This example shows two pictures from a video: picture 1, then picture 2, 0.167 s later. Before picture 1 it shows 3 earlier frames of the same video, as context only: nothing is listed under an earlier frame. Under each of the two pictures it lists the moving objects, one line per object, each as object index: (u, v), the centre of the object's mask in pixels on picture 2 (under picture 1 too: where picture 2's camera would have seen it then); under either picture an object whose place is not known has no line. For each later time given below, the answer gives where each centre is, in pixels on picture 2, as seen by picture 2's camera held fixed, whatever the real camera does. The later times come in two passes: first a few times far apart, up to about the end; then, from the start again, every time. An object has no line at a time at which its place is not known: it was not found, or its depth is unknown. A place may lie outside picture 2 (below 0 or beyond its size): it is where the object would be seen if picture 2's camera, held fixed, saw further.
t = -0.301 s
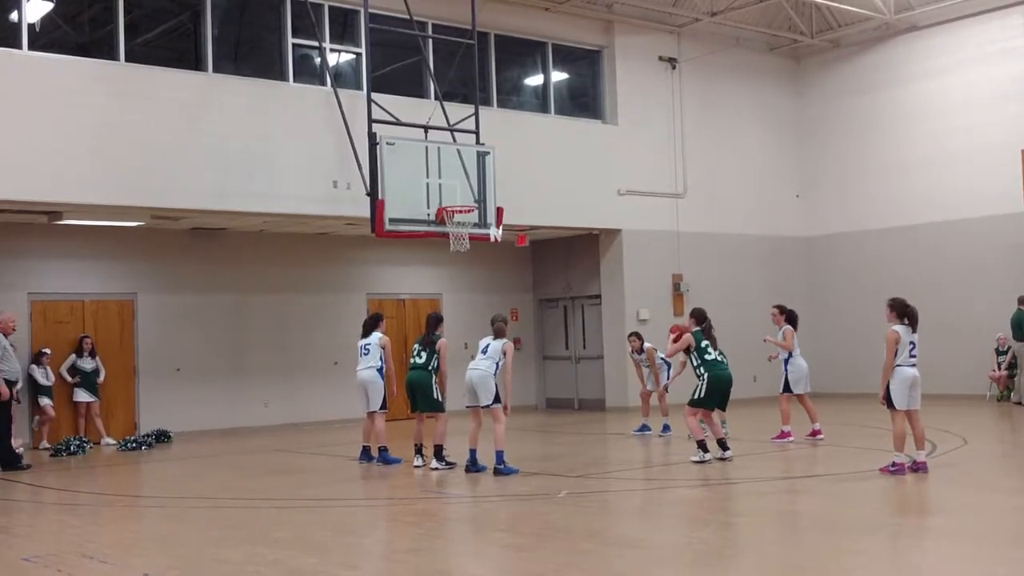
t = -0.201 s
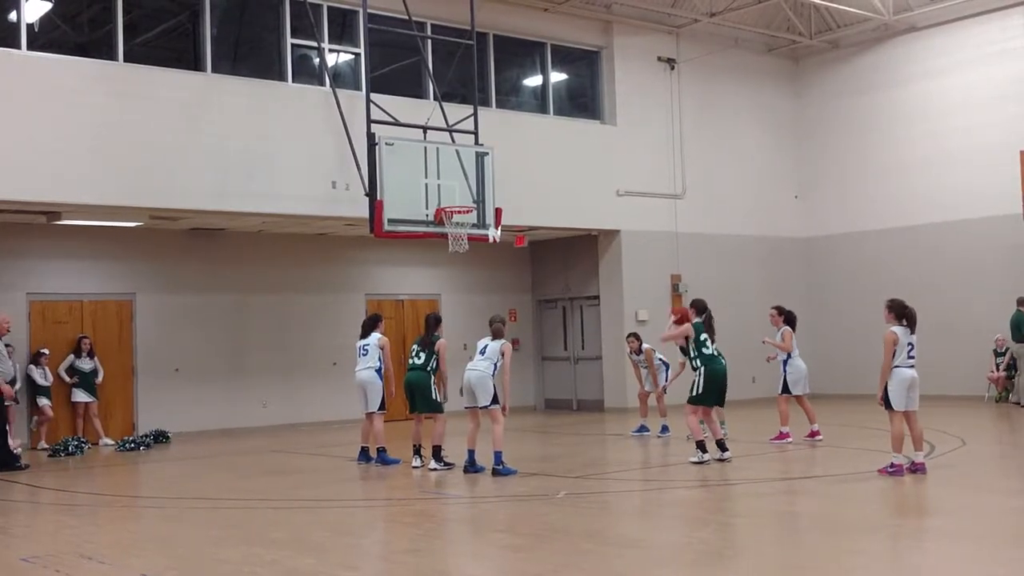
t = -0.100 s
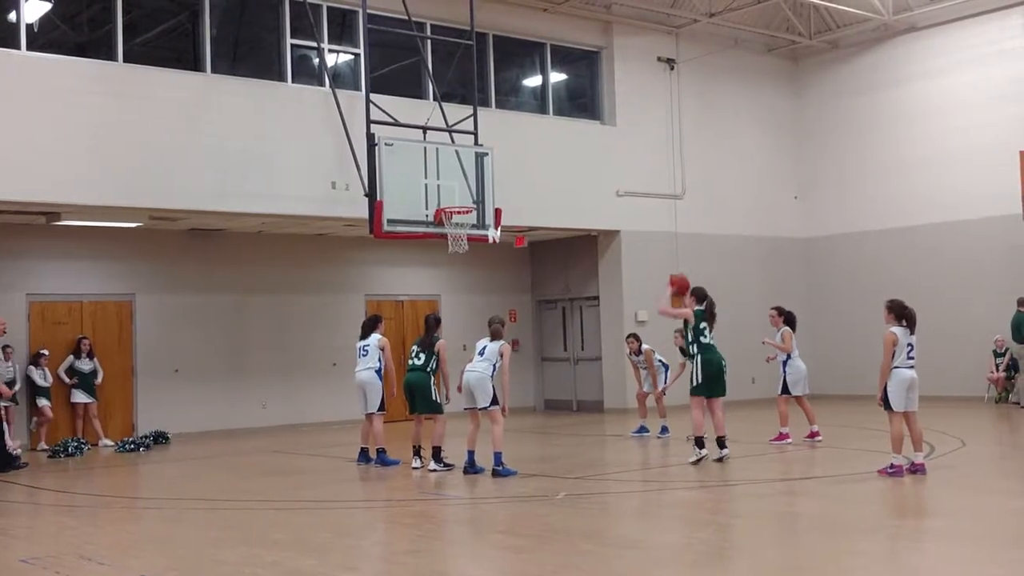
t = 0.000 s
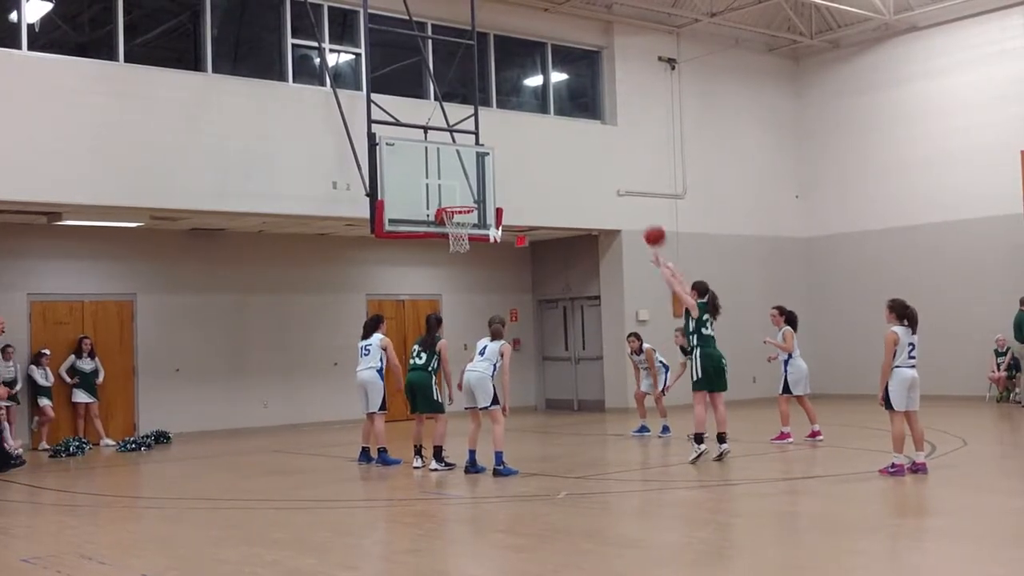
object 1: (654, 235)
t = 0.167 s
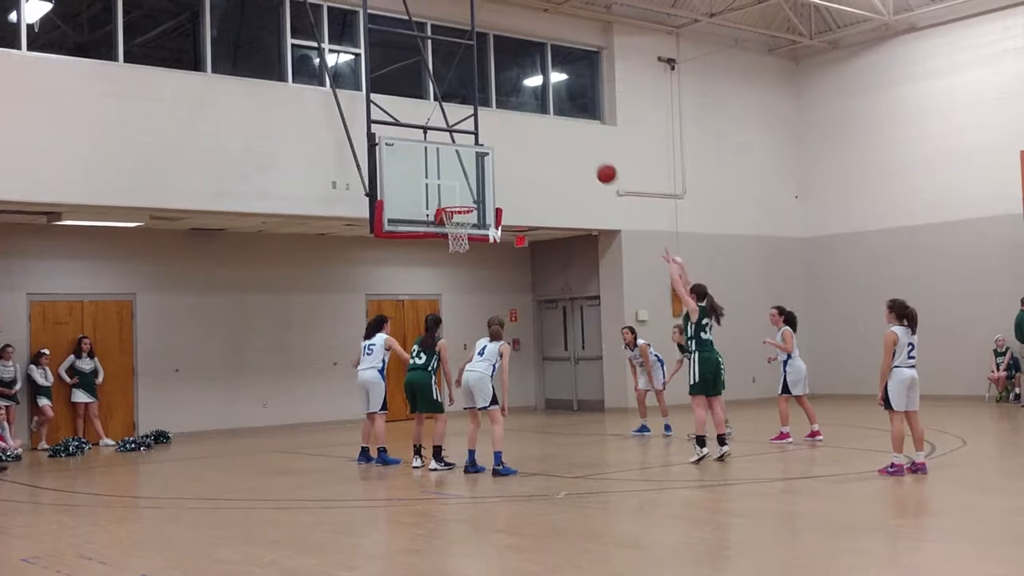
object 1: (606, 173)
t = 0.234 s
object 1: (588, 157)
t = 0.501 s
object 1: (524, 131)
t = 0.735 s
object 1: (476, 157)
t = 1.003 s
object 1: (423, 211)
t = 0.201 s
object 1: (597, 164)
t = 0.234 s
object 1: (588, 157)
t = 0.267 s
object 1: (580, 150)
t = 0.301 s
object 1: (571, 144)
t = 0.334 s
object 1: (563, 140)
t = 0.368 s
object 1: (555, 136)
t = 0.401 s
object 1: (547, 133)
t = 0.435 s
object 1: (539, 132)
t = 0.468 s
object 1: (531, 131)
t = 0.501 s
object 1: (524, 131)
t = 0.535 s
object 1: (517, 132)
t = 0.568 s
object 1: (510, 134)
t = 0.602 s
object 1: (503, 137)
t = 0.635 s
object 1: (496, 141)
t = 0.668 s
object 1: (490, 145)
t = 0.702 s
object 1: (483, 150)
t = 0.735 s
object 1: (476, 157)
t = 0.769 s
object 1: (469, 164)
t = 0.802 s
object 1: (464, 171)
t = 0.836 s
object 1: (458, 180)
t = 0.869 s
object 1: (452, 189)
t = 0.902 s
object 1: (446, 199)
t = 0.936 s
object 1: (439, 205)
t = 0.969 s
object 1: (431, 207)
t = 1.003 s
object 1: (423, 211)
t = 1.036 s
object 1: (415, 215)
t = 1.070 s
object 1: (407, 222)
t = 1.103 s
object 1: (400, 228)
